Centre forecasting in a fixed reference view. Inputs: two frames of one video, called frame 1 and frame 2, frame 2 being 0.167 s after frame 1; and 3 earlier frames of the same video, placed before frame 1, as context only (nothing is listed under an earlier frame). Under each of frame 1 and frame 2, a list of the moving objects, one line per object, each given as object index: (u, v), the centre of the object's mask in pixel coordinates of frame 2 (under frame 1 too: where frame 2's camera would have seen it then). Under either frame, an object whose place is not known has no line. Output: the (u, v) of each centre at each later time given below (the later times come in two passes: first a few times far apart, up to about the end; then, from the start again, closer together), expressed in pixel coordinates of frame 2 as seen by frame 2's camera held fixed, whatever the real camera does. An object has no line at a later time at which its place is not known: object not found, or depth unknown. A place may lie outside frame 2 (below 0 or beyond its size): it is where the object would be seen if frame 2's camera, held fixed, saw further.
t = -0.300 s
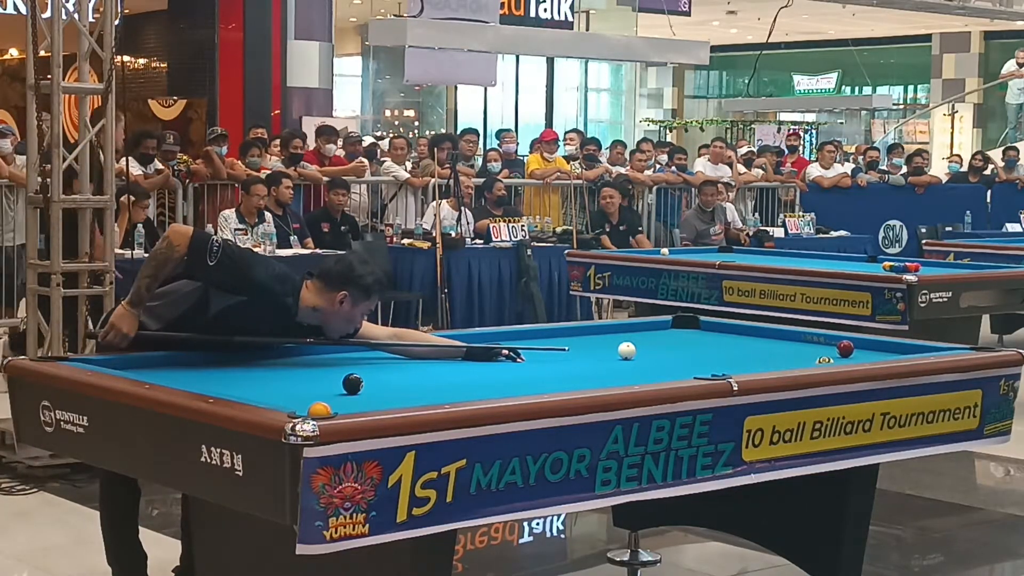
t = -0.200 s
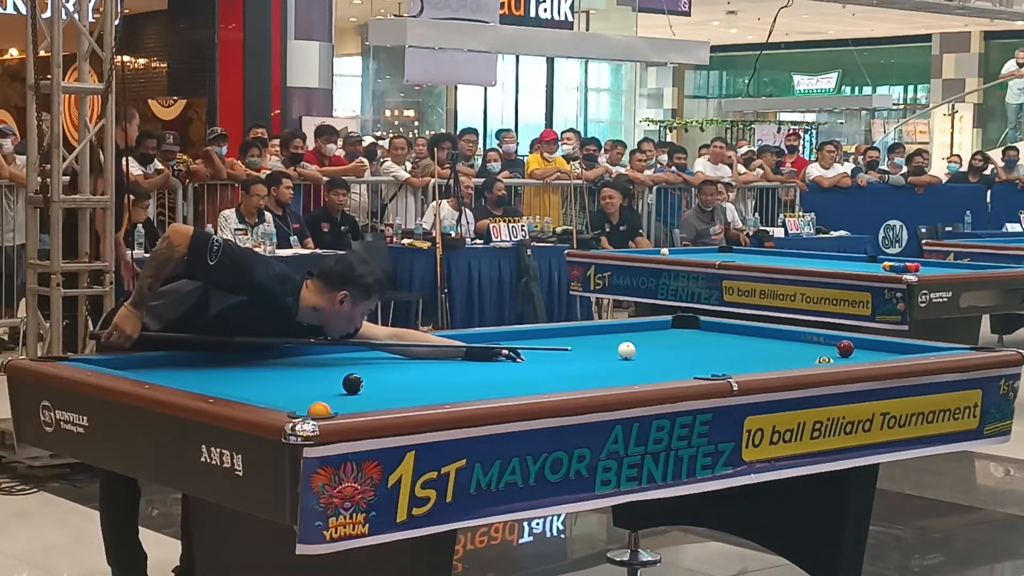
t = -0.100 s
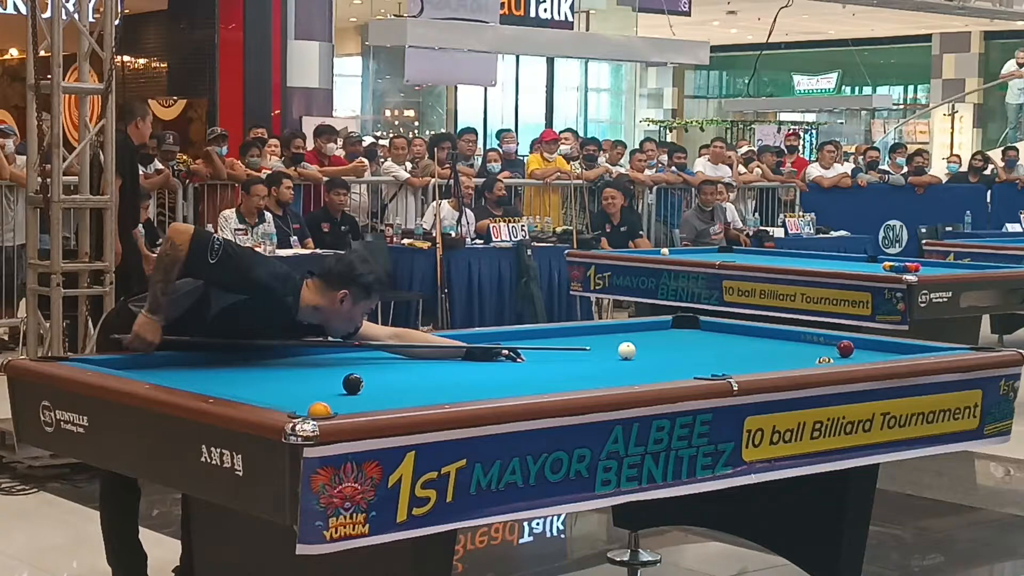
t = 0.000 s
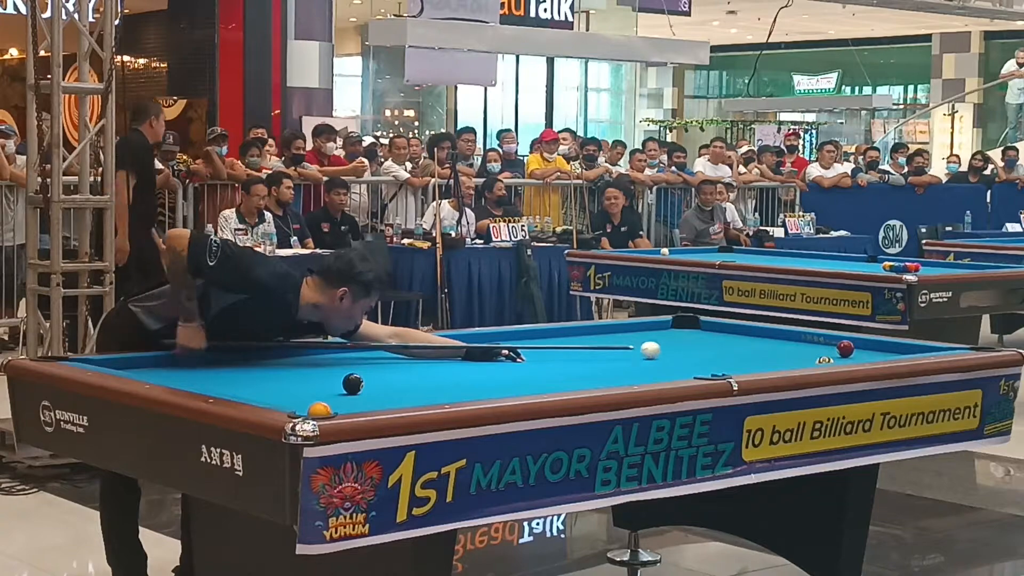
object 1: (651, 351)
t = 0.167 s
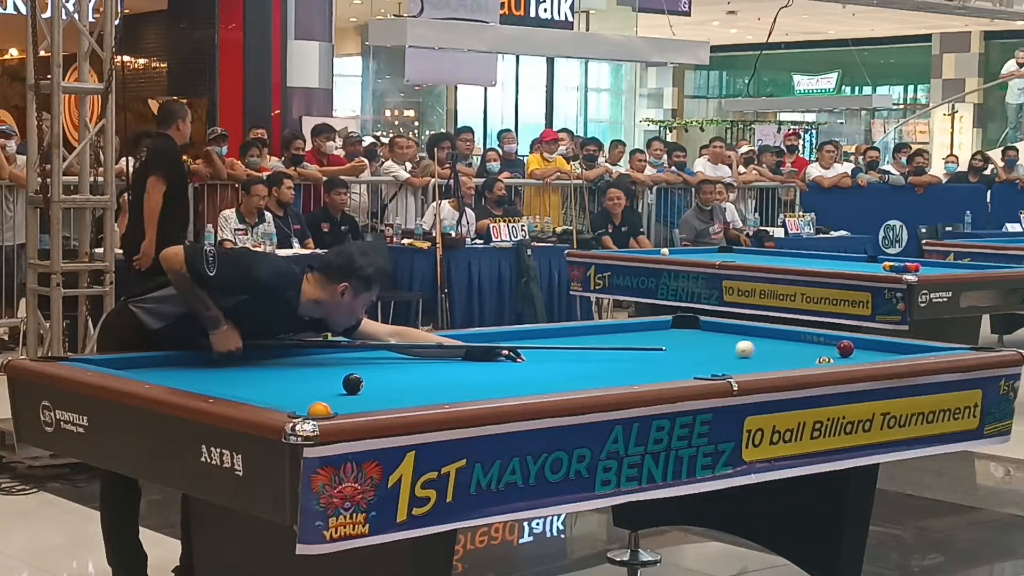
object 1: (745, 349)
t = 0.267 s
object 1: (797, 348)
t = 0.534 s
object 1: (844, 344)
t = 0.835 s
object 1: (836, 343)
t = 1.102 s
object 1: (804, 344)
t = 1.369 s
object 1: (773, 345)
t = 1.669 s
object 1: (740, 346)
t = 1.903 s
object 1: (715, 347)
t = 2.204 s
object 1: (684, 349)
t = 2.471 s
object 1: (659, 350)
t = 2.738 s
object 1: (634, 351)
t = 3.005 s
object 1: (611, 352)
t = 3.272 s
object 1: (589, 353)
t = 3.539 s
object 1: (569, 353)
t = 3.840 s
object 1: (548, 354)
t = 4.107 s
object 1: (531, 355)
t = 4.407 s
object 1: (513, 355)
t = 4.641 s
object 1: (502, 356)
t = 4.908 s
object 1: (490, 356)
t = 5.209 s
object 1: (478, 357)
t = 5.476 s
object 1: (470, 357)
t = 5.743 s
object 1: (464, 357)
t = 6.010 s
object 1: (459, 357)
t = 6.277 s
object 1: (456, 357)
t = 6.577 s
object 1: (455, 357)
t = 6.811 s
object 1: (455, 357)
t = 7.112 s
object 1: (455, 357)
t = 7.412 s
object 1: (455, 357)
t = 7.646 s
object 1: (455, 358)
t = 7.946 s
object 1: (455, 358)
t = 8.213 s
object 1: (455, 357)
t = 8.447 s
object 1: (455, 357)
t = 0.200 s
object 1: (762, 349)
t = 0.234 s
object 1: (780, 349)
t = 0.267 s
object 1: (797, 348)
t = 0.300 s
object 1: (814, 348)
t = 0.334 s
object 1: (827, 348)
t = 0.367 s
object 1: (828, 347)
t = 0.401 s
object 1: (830, 346)
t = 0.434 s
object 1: (833, 346)
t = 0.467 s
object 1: (836, 345)
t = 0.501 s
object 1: (840, 344)
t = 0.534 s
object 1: (844, 344)
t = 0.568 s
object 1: (848, 343)
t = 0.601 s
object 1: (853, 342)
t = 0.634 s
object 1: (857, 342)
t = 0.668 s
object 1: (857, 342)
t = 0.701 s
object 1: (852, 342)
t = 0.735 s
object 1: (848, 342)
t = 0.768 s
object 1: (844, 342)
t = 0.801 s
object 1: (840, 342)
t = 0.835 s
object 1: (836, 343)
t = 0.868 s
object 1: (832, 343)
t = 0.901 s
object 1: (828, 343)
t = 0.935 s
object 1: (824, 343)
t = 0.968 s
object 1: (820, 343)
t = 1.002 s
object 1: (816, 343)
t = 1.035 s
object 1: (812, 343)
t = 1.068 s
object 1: (808, 344)
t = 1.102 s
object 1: (804, 344)
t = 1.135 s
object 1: (800, 344)
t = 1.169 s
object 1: (796, 344)
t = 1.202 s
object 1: (793, 344)
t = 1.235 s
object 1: (789, 345)
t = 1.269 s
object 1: (785, 345)
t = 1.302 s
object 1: (781, 345)
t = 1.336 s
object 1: (777, 345)
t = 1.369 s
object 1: (773, 345)
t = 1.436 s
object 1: (766, 345)
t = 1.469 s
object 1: (762, 346)
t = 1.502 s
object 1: (758, 346)
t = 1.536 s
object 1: (755, 346)
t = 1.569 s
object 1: (751, 346)
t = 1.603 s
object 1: (747, 346)
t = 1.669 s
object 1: (740, 346)
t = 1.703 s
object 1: (736, 347)
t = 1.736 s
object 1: (733, 347)
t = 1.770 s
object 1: (729, 347)
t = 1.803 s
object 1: (726, 347)
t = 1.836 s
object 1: (722, 347)
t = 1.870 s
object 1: (719, 347)
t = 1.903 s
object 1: (715, 347)
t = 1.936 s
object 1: (712, 348)
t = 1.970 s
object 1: (708, 348)
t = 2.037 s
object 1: (701, 348)
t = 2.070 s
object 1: (698, 348)
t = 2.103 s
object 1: (694, 348)
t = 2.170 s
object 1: (688, 349)
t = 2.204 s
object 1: (684, 349)
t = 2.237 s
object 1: (681, 349)
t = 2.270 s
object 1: (678, 349)
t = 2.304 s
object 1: (675, 349)
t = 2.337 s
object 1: (671, 349)
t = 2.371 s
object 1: (668, 349)
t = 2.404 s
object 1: (665, 350)
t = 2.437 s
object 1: (662, 350)
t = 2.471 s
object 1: (659, 350)
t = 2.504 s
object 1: (655, 350)
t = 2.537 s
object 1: (653, 350)
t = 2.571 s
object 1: (649, 350)
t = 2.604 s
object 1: (646, 350)
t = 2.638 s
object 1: (643, 350)
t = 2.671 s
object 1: (640, 351)
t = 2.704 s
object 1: (637, 351)
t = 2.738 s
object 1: (634, 351)
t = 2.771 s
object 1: (632, 351)
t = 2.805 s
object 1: (629, 351)
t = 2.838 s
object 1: (626, 351)
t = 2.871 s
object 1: (623, 351)
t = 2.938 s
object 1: (617, 352)
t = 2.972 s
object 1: (614, 352)
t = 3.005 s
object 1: (611, 352)
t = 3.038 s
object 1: (609, 352)
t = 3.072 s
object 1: (606, 352)
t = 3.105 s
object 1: (603, 352)
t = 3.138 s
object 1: (600, 352)
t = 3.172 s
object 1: (598, 352)
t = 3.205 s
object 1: (595, 352)
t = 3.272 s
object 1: (589, 353)
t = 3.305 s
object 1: (587, 353)
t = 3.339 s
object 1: (584, 353)
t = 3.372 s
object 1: (582, 353)
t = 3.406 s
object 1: (579, 353)
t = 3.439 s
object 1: (576, 353)
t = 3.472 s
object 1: (574, 353)
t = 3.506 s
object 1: (571, 353)
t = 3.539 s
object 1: (569, 353)
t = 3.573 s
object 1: (566, 353)
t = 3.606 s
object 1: (564, 354)
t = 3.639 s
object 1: (562, 354)
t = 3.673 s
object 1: (559, 354)
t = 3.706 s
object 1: (557, 354)
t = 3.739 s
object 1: (555, 354)
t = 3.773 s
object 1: (552, 354)
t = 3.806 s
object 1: (550, 354)
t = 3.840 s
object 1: (548, 354)
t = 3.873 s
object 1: (546, 354)
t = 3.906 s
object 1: (543, 354)
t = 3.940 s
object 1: (541, 355)
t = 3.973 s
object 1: (539, 355)
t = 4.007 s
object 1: (537, 355)
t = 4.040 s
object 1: (535, 355)
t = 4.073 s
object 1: (533, 355)
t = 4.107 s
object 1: (531, 355)
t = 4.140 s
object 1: (529, 355)
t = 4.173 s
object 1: (526, 355)
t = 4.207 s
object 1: (524, 355)
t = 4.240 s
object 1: (523, 355)
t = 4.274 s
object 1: (521, 355)
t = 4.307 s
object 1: (519, 355)
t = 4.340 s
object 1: (517, 355)
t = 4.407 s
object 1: (513, 355)
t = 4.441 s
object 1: (512, 355)
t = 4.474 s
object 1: (510, 355)
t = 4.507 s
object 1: (508, 356)
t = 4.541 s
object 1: (507, 356)
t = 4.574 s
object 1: (505, 356)
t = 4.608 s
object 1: (503, 356)
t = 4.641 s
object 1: (502, 356)
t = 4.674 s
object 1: (500, 356)
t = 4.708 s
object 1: (498, 356)
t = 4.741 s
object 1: (497, 356)
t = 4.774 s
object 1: (495, 356)
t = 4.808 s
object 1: (494, 356)
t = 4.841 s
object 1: (493, 356)
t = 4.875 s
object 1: (491, 356)
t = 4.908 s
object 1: (490, 356)
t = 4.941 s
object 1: (488, 356)
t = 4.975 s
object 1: (487, 356)
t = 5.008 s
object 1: (485, 356)
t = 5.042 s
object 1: (484, 357)
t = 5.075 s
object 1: (483, 357)
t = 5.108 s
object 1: (482, 357)
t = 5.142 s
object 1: (481, 357)
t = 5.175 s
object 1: (479, 357)
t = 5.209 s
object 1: (478, 357)
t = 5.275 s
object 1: (476, 357)
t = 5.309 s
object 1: (475, 357)
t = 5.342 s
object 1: (474, 357)
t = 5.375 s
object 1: (473, 357)
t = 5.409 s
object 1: (472, 357)
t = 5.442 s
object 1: (471, 357)
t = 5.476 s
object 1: (470, 357)
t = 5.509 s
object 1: (469, 357)
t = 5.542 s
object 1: (468, 357)
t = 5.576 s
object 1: (468, 357)
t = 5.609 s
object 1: (466, 357)
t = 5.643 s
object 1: (466, 357)
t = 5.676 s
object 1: (465, 357)
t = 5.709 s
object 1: (464, 357)
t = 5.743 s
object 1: (464, 357)
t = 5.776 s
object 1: (463, 357)
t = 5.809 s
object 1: (462, 357)
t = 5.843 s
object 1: (462, 357)
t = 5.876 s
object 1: (461, 357)
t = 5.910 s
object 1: (460, 357)
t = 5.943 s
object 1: (460, 357)
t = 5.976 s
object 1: (459, 357)
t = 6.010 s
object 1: (459, 357)
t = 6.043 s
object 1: (458, 357)
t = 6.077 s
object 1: (458, 357)
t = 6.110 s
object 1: (458, 357)
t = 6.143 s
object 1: (457, 357)
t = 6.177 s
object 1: (457, 357)
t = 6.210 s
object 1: (457, 357)
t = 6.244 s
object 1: (456, 357)
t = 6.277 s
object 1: (456, 357)
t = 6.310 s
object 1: (456, 357)
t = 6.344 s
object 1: (455, 357)
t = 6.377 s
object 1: (455, 357)
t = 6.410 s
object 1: (455, 357)
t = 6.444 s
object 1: (455, 357)
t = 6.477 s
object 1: (455, 357)
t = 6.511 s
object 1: (455, 358)
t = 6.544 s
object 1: (455, 358)
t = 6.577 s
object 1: (455, 357)
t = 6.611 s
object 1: (455, 357)
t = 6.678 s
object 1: (455, 357)
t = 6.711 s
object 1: (455, 357)
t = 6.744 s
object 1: (455, 357)
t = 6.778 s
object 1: (455, 357)
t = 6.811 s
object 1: (455, 357)
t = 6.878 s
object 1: (455, 357)
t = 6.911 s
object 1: (455, 357)
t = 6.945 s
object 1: (455, 357)
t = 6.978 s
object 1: (455, 357)
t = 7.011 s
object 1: (455, 357)
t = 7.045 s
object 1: (455, 357)
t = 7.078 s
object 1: (455, 357)
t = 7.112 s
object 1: (455, 357)
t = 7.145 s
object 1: (455, 357)
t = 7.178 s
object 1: (455, 357)
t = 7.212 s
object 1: (455, 357)
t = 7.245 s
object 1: (455, 357)
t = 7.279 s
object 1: (455, 357)
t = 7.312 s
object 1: (455, 357)
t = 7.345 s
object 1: (455, 357)
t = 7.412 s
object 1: (455, 357)
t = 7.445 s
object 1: (455, 358)
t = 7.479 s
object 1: (455, 357)
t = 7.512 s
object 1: (456, 357)
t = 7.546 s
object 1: (455, 358)
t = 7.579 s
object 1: (455, 358)
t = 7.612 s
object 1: (455, 358)
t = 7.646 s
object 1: (455, 358)
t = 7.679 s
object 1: (455, 358)
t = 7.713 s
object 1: (455, 357)
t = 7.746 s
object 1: (455, 358)
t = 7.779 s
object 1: (455, 358)
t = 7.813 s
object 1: (455, 358)
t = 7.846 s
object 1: (455, 358)
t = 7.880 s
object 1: (455, 358)
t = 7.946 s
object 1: (455, 358)
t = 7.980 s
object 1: (455, 358)
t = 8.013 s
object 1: (455, 358)
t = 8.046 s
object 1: (455, 358)
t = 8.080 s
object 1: (455, 358)
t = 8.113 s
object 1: (455, 358)
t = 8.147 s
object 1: (455, 358)
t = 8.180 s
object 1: (455, 357)
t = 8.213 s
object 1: (455, 357)
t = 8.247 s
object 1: (455, 358)
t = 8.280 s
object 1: (455, 357)
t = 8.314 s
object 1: (455, 357)
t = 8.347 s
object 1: (455, 357)
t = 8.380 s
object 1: (455, 357)
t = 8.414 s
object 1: (455, 357)
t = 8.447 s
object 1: (455, 357)
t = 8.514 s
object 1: (455, 357)
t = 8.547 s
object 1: (455, 357)
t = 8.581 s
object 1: (455, 357)
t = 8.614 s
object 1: (455, 357)
